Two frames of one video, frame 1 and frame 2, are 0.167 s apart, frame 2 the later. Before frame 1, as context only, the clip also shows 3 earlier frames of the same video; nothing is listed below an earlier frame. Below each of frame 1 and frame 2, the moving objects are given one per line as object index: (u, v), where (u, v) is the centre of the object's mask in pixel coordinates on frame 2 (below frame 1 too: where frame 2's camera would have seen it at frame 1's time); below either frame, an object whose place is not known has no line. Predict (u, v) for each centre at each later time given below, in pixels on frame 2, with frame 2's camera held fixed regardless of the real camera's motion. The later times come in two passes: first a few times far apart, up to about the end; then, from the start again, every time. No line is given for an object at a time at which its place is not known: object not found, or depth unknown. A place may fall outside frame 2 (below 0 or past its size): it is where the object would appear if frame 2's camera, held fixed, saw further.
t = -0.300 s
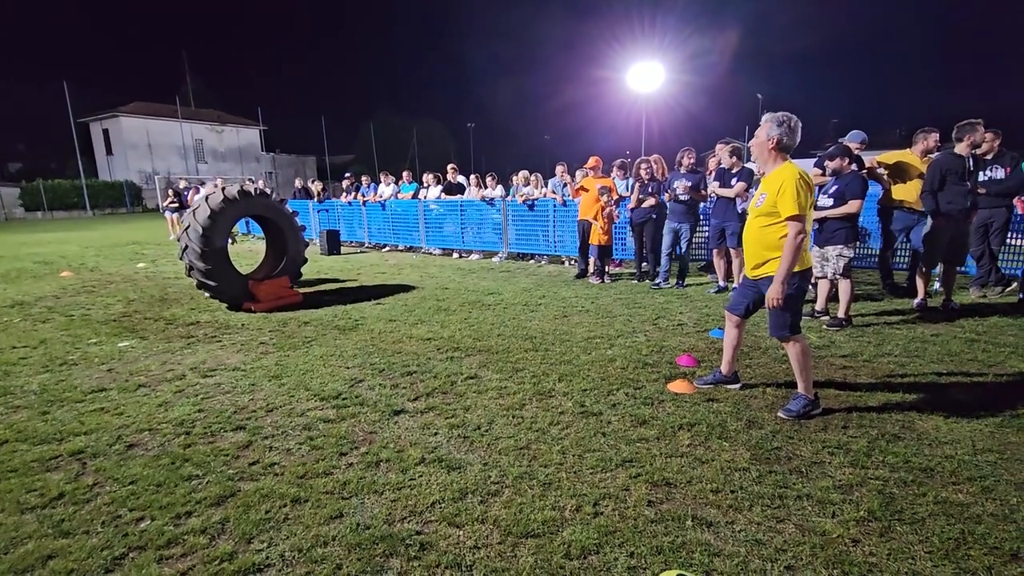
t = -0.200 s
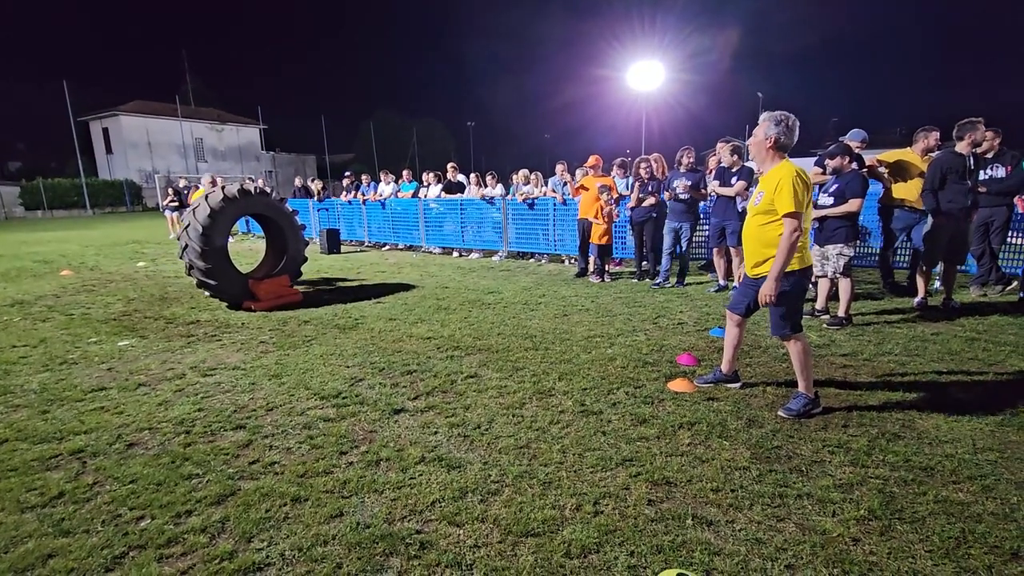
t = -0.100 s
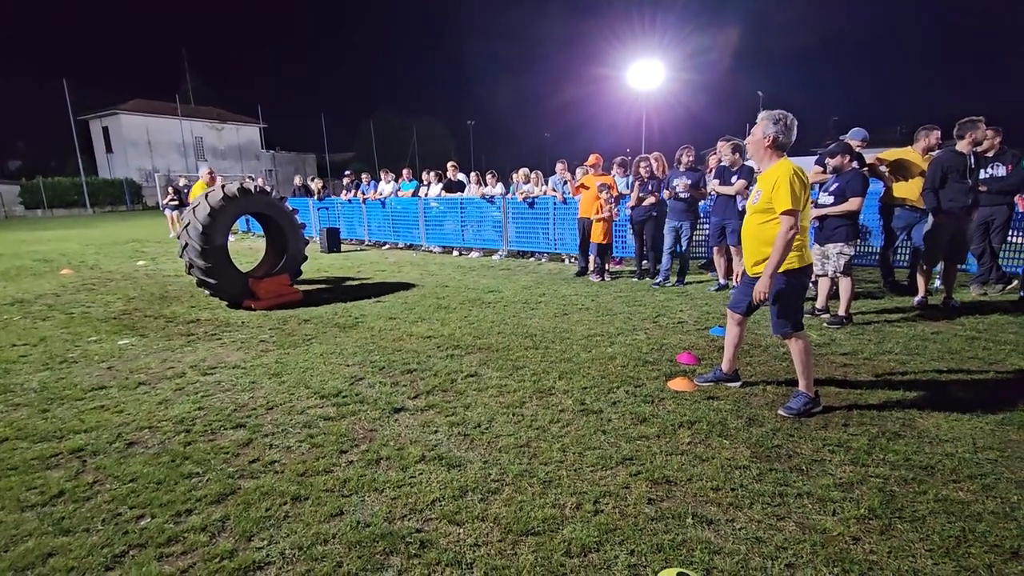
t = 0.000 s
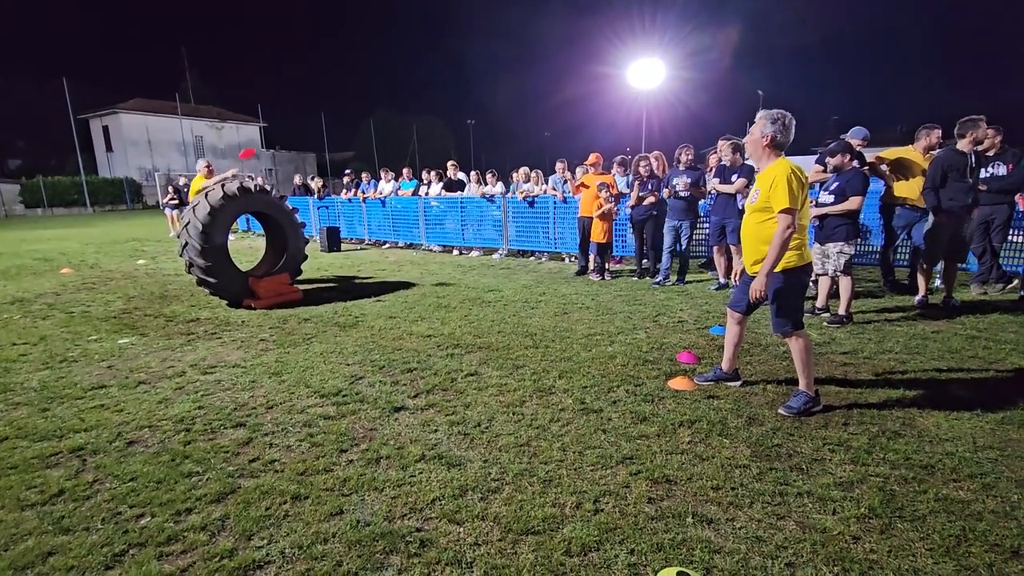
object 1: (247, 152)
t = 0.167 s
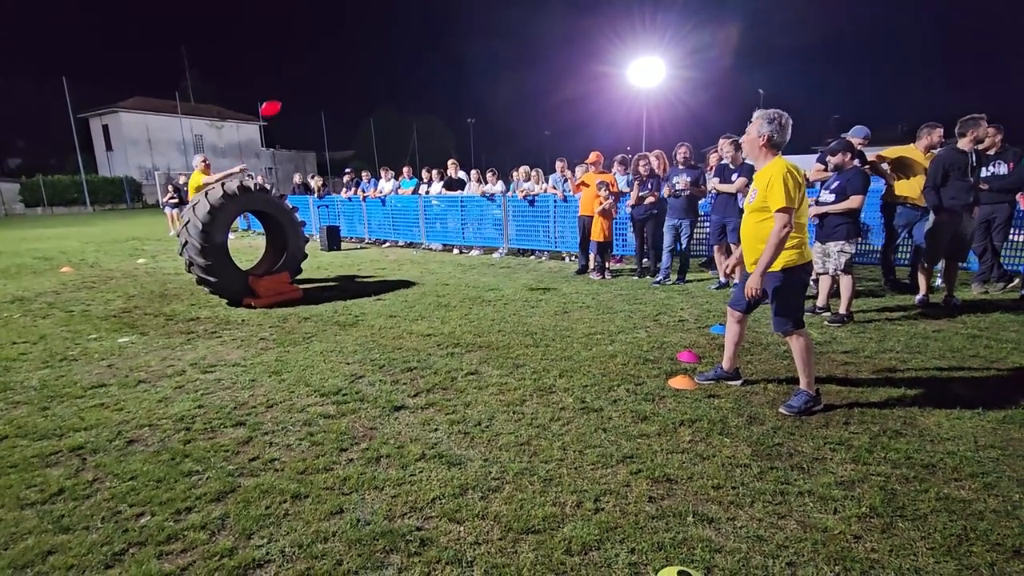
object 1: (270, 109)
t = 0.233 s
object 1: (281, 93)
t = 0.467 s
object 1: (319, 49)
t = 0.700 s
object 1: (360, 23)
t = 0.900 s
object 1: (399, 29)
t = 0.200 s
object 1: (275, 101)
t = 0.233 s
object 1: (281, 93)
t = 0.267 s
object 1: (286, 86)
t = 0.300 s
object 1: (291, 79)
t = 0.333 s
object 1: (296, 72)
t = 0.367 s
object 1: (302, 66)
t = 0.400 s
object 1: (307, 60)
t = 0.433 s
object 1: (313, 54)
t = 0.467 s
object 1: (319, 49)
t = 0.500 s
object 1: (325, 44)
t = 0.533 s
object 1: (330, 39)
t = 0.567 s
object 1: (336, 35)
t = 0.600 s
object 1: (342, 31)
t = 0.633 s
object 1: (348, 28)
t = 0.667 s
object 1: (354, 25)
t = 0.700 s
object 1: (360, 23)
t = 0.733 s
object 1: (366, 22)
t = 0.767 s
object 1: (372, 21)
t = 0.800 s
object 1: (379, 22)
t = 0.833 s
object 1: (385, 23)
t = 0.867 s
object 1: (392, 25)
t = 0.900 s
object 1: (399, 29)
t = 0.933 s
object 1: (406, 33)
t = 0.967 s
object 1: (412, 39)
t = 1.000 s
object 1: (420, 45)
